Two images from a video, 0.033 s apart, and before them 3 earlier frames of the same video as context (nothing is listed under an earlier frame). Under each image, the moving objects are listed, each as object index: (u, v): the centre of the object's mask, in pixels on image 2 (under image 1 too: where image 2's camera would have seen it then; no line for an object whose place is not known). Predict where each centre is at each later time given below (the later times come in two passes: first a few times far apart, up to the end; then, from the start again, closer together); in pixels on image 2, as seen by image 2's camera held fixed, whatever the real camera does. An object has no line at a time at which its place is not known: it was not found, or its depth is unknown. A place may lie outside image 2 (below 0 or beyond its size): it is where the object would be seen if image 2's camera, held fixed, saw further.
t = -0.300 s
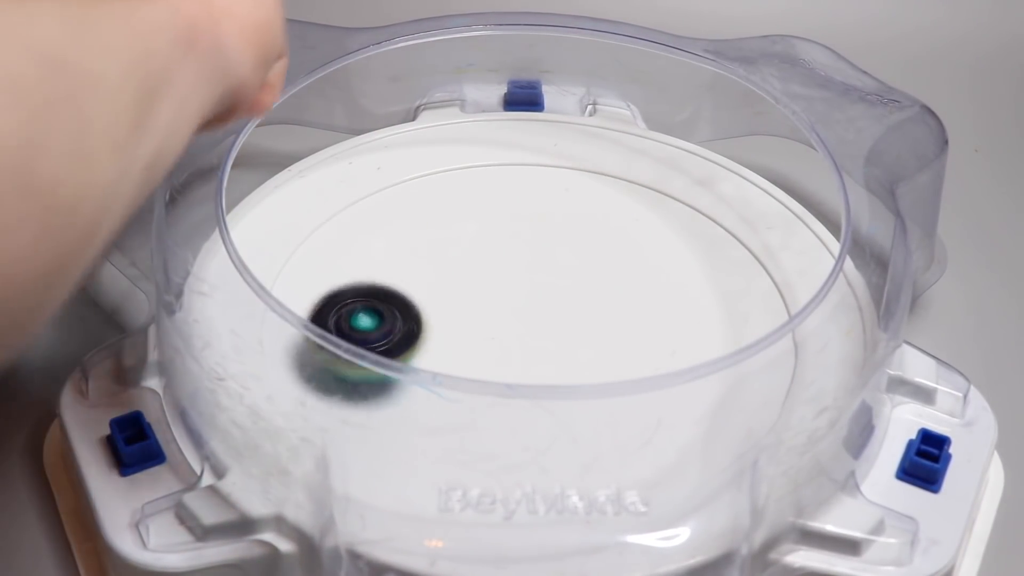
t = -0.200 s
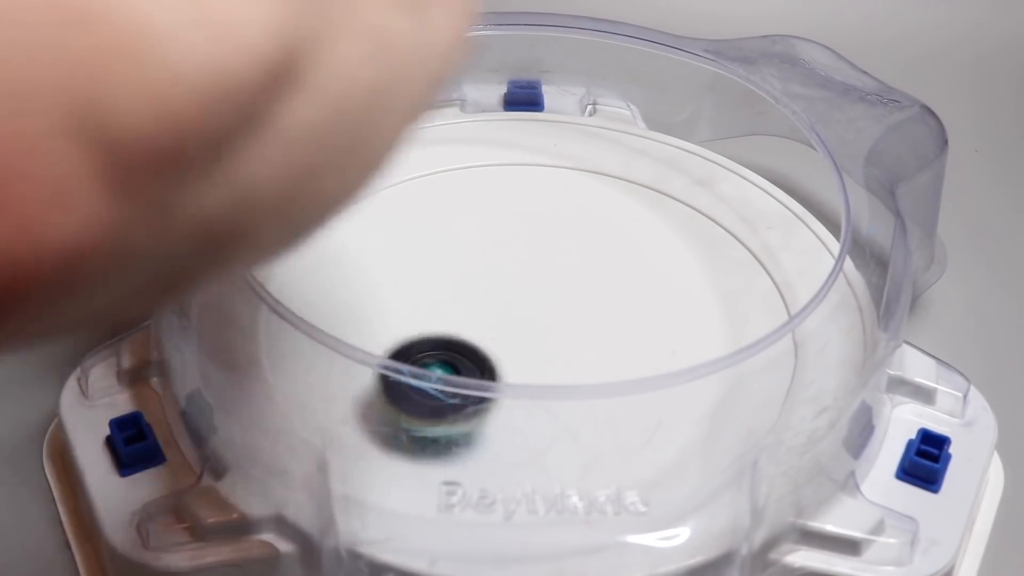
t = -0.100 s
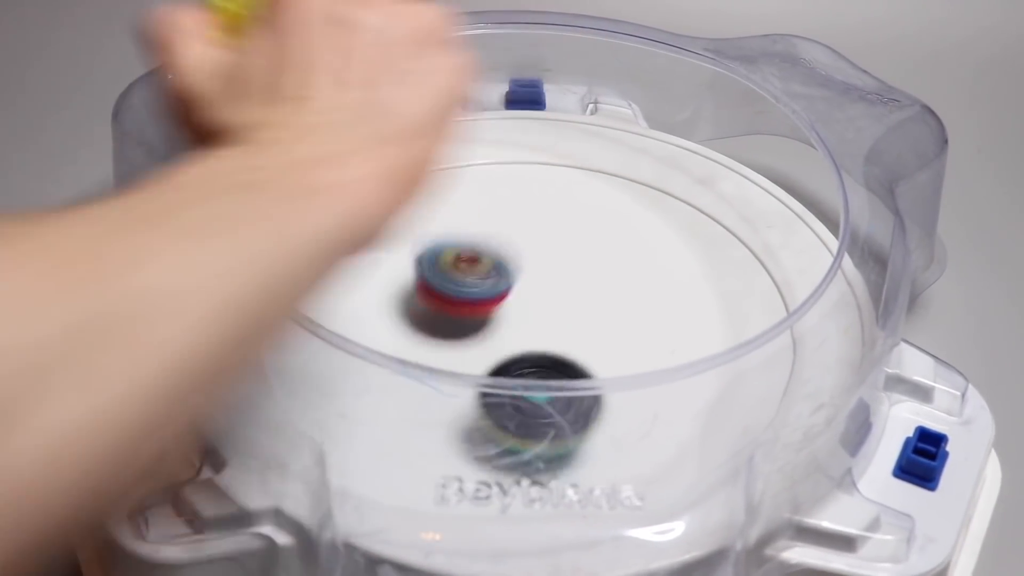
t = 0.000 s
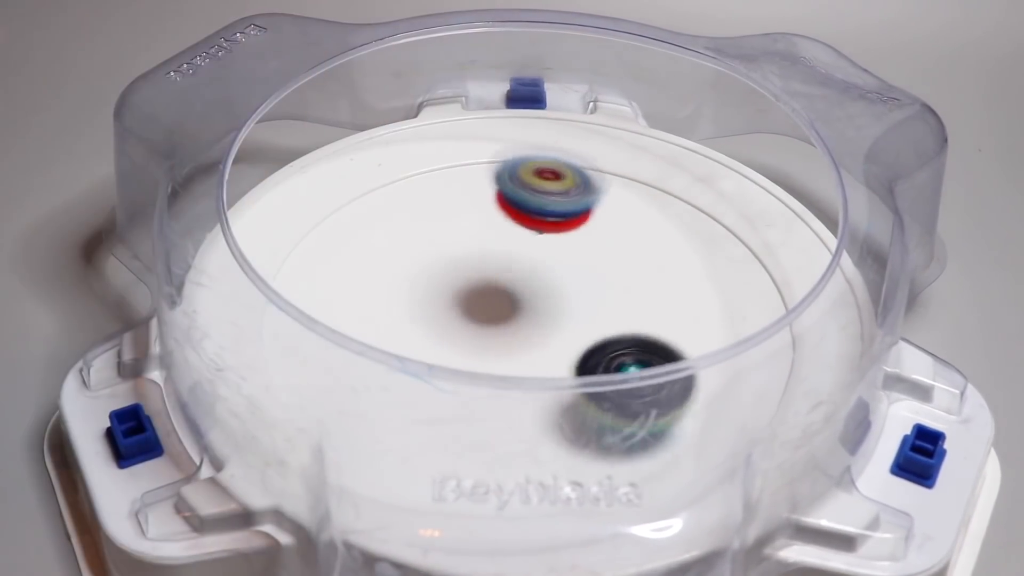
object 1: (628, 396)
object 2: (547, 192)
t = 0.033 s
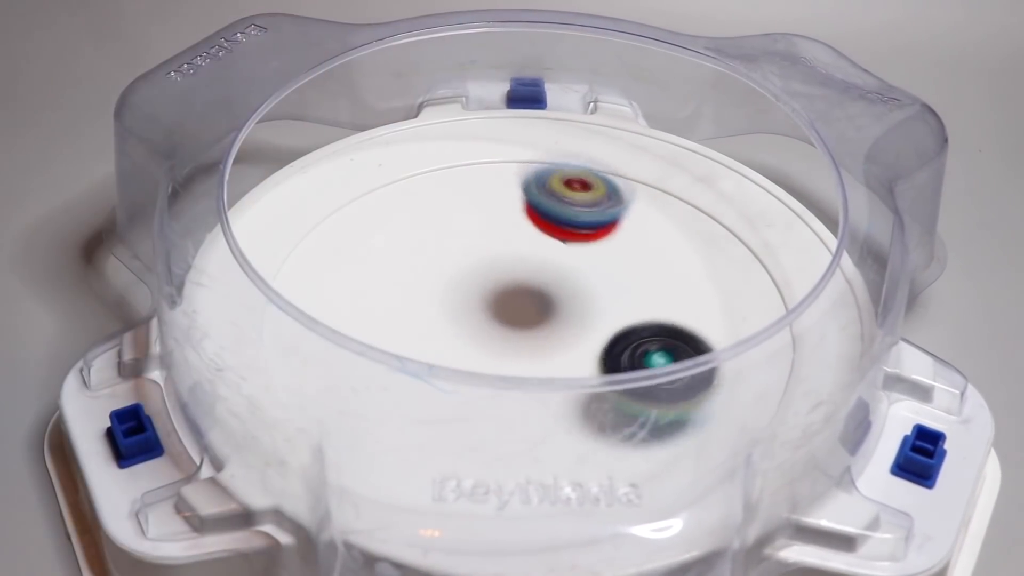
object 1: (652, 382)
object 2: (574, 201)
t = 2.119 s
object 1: (532, 407)
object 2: (498, 313)
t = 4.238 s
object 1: (562, 351)
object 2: (506, 438)
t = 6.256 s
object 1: (553, 355)
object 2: (488, 208)
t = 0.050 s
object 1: (664, 376)
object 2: (586, 215)
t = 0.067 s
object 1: (671, 364)
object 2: (599, 230)
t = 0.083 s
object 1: (682, 358)
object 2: (611, 252)
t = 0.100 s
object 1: (688, 346)
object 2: (621, 277)
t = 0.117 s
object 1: (698, 340)
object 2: (625, 270)
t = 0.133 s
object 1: (708, 336)
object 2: (625, 253)
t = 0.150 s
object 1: (716, 334)
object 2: (623, 241)
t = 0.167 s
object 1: (723, 330)
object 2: (621, 233)
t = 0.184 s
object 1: (729, 325)
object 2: (619, 229)
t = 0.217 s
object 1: (734, 304)
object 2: (612, 222)
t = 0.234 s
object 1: (739, 297)
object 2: (607, 213)
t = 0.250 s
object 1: (741, 294)
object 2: (602, 209)
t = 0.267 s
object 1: (741, 290)
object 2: (596, 208)
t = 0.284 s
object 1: (737, 290)
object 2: (590, 203)
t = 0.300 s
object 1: (733, 288)
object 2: (582, 199)
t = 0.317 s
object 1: (725, 287)
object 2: (574, 196)
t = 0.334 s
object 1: (720, 282)
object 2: (566, 193)
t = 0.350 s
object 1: (718, 273)
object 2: (557, 190)
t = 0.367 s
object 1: (707, 270)
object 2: (547, 187)
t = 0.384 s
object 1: (701, 264)
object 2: (537, 185)
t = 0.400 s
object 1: (692, 259)
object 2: (526, 184)
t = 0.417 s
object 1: (682, 255)
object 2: (516, 183)
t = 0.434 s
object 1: (670, 252)
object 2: (505, 181)
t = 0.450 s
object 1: (658, 248)
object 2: (494, 181)
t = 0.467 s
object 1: (645, 246)
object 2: (482, 180)
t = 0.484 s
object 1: (631, 245)
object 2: (471, 181)
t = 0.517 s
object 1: (604, 245)
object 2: (447, 182)
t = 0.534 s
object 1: (590, 246)
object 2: (435, 183)
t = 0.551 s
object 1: (574, 249)
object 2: (423, 185)
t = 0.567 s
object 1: (561, 251)
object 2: (412, 187)
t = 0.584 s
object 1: (547, 255)
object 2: (401, 190)
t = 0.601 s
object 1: (534, 259)
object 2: (391, 192)
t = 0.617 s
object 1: (521, 263)
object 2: (380, 196)
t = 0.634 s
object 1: (509, 268)
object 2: (369, 201)
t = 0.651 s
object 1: (498, 274)
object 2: (360, 206)
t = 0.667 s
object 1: (487, 281)
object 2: (350, 213)
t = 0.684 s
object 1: (477, 287)
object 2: (342, 221)
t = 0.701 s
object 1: (468, 294)
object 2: (336, 229)
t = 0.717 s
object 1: (460, 302)
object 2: (330, 239)
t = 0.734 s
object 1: (453, 309)
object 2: (327, 250)
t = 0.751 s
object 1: (449, 314)
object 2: (326, 262)
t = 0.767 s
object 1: (446, 319)
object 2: (329, 274)
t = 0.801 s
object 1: (446, 341)
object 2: (338, 292)
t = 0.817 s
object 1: (452, 354)
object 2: (338, 296)
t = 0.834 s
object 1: (460, 366)
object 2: (340, 301)
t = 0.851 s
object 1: (466, 373)
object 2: (339, 314)
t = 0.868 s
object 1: (474, 387)
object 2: (346, 323)
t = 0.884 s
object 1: (482, 395)
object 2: (355, 331)
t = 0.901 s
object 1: (490, 402)
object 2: (367, 338)
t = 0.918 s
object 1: (499, 409)
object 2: (381, 345)
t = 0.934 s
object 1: (508, 416)
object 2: (397, 351)
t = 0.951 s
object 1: (515, 432)
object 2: (415, 355)
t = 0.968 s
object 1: (527, 433)
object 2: (432, 358)
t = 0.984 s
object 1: (541, 434)
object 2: (450, 356)
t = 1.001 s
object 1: (557, 435)
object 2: (467, 355)
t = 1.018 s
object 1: (570, 436)
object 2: (485, 346)
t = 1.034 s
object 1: (584, 435)
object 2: (502, 345)
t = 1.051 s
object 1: (597, 435)
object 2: (519, 344)
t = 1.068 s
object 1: (611, 434)
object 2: (534, 341)
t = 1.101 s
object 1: (636, 433)
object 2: (563, 331)
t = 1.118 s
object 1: (648, 432)
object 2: (575, 324)
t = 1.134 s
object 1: (655, 432)
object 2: (586, 314)
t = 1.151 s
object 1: (664, 430)
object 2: (596, 305)
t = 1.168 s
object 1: (673, 426)
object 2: (603, 296)
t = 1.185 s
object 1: (682, 421)
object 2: (609, 286)
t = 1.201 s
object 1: (690, 416)
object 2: (614, 276)
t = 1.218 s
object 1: (695, 411)
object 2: (618, 265)
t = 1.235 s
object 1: (706, 386)
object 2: (620, 255)
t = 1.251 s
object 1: (698, 386)
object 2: (620, 245)
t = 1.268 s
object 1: (698, 377)
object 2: (620, 235)
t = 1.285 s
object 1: (701, 368)
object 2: (618, 225)
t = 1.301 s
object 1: (698, 356)
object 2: (615, 216)
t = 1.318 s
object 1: (694, 346)
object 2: (611, 207)
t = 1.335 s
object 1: (691, 323)
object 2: (606, 197)
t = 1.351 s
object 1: (685, 319)
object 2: (599, 189)
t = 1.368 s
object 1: (678, 313)
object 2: (592, 181)
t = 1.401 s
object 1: (650, 312)
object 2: (575, 167)
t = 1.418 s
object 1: (639, 305)
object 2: (565, 161)
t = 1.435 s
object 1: (627, 300)
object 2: (555, 155)
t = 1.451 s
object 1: (618, 292)
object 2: (544, 150)
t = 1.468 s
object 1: (602, 290)
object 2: (532, 147)
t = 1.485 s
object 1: (589, 286)
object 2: (520, 144)
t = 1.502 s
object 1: (578, 281)
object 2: (508, 142)
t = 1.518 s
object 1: (565, 278)
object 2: (495, 139)
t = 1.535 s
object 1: (552, 275)
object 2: (483, 139)
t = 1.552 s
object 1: (538, 273)
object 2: (471, 139)
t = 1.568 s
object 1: (526, 272)
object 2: (457, 140)
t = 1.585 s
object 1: (513, 270)
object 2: (445, 144)
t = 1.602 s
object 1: (501, 269)
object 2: (434, 148)
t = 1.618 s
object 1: (490, 269)
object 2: (422, 153)
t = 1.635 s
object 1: (479, 268)
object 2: (411, 160)
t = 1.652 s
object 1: (467, 269)
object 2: (401, 168)
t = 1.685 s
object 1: (446, 271)
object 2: (386, 187)
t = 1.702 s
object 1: (437, 273)
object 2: (380, 197)
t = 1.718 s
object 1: (429, 289)
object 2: (375, 193)
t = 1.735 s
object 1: (424, 300)
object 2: (369, 185)
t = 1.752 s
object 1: (421, 309)
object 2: (364, 182)
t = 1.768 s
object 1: (420, 319)
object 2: (359, 184)
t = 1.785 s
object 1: (410, 342)
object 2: (355, 186)
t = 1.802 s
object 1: (406, 354)
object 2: (353, 186)
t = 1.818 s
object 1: (405, 366)
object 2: (352, 190)
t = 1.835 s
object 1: (402, 376)
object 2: (352, 193)
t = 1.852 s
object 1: (399, 385)
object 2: (351, 198)
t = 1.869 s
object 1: (398, 394)
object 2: (351, 204)
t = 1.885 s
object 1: (399, 402)
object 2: (351, 211)
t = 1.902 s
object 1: (401, 409)
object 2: (352, 220)
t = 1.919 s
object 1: (407, 415)
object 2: (354, 228)
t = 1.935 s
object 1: (412, 421)
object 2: (358, 238)
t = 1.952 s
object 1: (421, 426)
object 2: (364, 247)
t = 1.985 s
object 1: (448, 426)
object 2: (380, 266)
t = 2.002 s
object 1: (462, 426)
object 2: (391, 275)
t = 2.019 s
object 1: (474, 427)
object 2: (403, 284)
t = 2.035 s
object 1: (485, 429)
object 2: (417, 292)
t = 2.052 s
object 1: (496, 429)
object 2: (432, 299)
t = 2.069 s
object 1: (504, 424)
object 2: (448, 305)
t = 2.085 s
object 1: (514, 419)
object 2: (464, 310)
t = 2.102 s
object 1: (525, 412)
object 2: (481, 313)
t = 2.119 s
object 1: (532, 407)
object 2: (498, 313)
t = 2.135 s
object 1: (539, 400)
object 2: (513, 313)
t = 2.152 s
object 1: (546, 397)
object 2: (529, 309)
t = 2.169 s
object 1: (552, 398)
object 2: (546, 303)
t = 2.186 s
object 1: (557, 397)
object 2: (561, 296)
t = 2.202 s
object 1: (563, 396)
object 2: (576, 288)
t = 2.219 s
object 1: (568, 394)
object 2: (588, 280)
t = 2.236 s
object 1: (572, 391)
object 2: (599, 272)
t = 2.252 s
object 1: (576, 386)
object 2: (609, 264)
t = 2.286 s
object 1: (582, 373)
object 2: (626, 247)
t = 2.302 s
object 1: (584, 364)
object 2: (633, 238)
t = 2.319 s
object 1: (582, 360)
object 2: (638, 230)
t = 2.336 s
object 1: (585, 339)
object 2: (643, 221)
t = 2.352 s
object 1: (581, 337)
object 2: (646, 213)
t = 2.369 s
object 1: (577, 333)
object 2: (648, 205)
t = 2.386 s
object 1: (570, 330)
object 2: (649, 198)
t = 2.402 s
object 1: (563, 325)
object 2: (649, 190)
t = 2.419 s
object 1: (557, 320)
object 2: (648, 183)
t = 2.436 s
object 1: (551, 315)
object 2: (647, 177)
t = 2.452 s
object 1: (544, 309)
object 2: (644, 171)
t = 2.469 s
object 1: (536, 304)
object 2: (640, 165)
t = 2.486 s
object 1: (528, 299)
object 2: (636, 160)
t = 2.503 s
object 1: (520, 294)
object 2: (632, 156)
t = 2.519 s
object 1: (511, 290)
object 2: (625, 154)
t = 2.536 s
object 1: (502, 287)
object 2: (617, 153)
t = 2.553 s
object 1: (494, 284)
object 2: (609, 154)
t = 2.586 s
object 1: (476, 278)
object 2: (594, 156)
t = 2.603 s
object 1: (468, 277)
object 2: (587, 158)
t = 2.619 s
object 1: (459, 274)
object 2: (579, 160)
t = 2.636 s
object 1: (450, 273)
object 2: (572, 163)
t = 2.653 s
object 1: (441, 272)
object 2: (566, 166)
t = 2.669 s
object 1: (432, 272)
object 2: (561, 170)
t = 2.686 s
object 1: (425, 271)
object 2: (557, 173)
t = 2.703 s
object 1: (417, 272)
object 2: (553, 178)
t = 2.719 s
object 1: (410, 272)
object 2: (549, 183)
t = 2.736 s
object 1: (402, 273)
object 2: (545, 189)
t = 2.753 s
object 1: (394, 275)
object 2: (542, 197)
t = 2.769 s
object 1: (388, 277)
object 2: (540, 204)
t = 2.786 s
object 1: (382, 280)
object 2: (539, 212)
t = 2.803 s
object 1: (377, 283)
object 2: (538, 221)
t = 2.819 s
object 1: (374, 286)
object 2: (538, 229)
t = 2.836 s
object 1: (371, 288)
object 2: (538, 238)
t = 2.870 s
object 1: (370, 295)
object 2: (542, 255)
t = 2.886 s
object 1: (371, 299)
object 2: (545, 263)
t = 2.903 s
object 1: (374, 303)
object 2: (549, 272)
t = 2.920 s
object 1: (378, 308)
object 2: (554, 281)
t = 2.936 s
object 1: (376, 326)
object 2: (559, 289)
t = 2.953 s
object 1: (382, 332)
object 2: (565, 297)
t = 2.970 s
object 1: (389, 338)
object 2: (572, 305)
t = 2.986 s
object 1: (399, 343)
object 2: (580, 312)
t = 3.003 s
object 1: (408, 350)
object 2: (588, 318)
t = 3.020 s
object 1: (420, 353)
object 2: (596, 325)
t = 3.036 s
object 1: (433, 356)
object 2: (605, 330)
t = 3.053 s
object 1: (444, 357)
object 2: (614, 333)
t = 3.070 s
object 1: (458, 357)
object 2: (622, 335)
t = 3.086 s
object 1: (470, 357)
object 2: (631, 337)
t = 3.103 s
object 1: (482, 357)
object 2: (640, 337)
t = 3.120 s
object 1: (495, 356)
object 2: (650, 338)
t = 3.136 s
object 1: (507, 354)
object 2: (659, 338)
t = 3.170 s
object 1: (532, 339)
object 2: (681, 346)
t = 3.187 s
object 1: (540, 337)
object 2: (691, 347)
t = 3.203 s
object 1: (549, 335)
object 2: (701, 347)
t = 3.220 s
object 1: (557, 333)
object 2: (709, 346)
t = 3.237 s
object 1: (565, 330)
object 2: (718, 345)
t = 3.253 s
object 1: (571, 328)
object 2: (725, 343)
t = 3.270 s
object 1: (578, 323)
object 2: (732, 340)
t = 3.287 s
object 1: (583, 320)
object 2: (739, 337)
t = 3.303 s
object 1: (588, 316)
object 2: (745, 333)
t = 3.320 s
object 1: (593, 310)
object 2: (749, 329)
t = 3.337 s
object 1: (597, 304)
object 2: (753, 324)
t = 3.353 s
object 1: (600, 299)
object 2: (755, 321)
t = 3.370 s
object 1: (603, 293)
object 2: (756, 315)
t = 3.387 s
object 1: (604, 287)
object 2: (757, 312)
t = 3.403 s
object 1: (606, 282)
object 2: (751, 303)
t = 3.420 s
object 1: (607, 276)
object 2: (752, 300)
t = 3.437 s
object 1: (607, 270)
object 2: (752, 298)
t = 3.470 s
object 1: (606, 258)
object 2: (749, 295)
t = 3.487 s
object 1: (605, 253)
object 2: (746, 294)
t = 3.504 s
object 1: (604, 247)
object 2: (742, 293)
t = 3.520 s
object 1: (601, 241)
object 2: (736, 292)
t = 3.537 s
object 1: (599, 236)
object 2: (730, 291)
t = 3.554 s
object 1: (595, 231)
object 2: (722, 289)
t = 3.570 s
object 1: (591, 226)
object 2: (712, 289)
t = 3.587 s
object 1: (586, 222)
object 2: (702, 289)
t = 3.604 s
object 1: (580, 218)
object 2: (691, 289)
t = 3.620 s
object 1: (573, 215)
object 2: (680, 289)
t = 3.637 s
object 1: (567, 212)
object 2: (669, 290)
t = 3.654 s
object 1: (559, 210)
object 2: (657, 292)
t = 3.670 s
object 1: (553, 208)
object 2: (644, 294)
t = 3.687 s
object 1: (543, 207)
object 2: (632, 296)
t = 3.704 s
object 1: (536, 207)
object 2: (620, 299)
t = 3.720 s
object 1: (527, 208)
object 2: (608, 301)
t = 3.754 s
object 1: (512, 212)
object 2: (585, 308)
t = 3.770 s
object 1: (503, 215)
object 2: (573, 312)
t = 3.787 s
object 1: (496, 220)
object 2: (562, 316)
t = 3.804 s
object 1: (489, 224)
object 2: (552, 320)
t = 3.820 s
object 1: (483, 230)
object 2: (542, 325)
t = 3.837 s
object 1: (478, 236)
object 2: (532, 330)
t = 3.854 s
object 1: (472, 242)
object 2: (523, 335)
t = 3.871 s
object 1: (469, 249)
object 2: (515, 339)
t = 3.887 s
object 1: (467, 255)
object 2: (508, 342)
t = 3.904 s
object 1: (465, 262)
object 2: (502, 346)
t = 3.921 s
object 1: (463, 269)
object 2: (495, 348)
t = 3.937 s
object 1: (463, 275)
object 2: (488, 358)
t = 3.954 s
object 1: (463, 283)
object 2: (483, 367)
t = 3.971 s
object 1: (464, 290)
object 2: (478, 374)
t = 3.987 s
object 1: (467, 297)
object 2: (472, 388)
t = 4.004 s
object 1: (470, 303)
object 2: (471, 389)
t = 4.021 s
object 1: (473, 309)
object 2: (467, 397)
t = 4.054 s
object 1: (483, 321)
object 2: (464, 415)
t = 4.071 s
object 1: (489, 327)
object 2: (465, 418)
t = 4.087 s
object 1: (495, 331)
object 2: (468, 421)
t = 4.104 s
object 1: (502, 334)
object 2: (471, 423)
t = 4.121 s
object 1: (509, 337)
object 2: (476, 426)
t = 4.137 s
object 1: (517, 340)
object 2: (480, 430)
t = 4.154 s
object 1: (524, 343)
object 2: (486, 431)
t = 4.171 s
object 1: (531, 345)
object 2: (491, 432)
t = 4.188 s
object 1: (539, 347)
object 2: (496, 433)
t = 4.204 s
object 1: (547, 349)
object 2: (498, 435)
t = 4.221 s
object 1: (555, 350)
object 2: (503, 436)
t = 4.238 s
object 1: (562, 351)
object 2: (506, 438)
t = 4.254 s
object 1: (574, 364)
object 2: (510, 438)
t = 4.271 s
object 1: (582, 370)
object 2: (515, 439)
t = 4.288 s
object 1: (594, 368)
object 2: (520, 439)
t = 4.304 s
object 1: (602, 369)
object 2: (524, 438)
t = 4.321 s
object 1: (610, 372)
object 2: (527, 438)
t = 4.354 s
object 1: (629, 372)
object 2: (534, 436)
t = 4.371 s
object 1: (635, 372)
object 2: (537, 435)
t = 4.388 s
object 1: (644, 370)
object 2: (540, 434)
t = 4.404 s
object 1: (653, 365)
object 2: (542, 433)
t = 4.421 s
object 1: (658, 363)
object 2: (543, 430)
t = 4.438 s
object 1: (664, 358)
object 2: (544, 428)
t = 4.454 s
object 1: (671, 353)
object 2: (545, 426)
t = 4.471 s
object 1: (675, 344)
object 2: (545, 422)
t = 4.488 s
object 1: (678, 339)
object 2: (545, 419)
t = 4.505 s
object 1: (681, 324)
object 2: (544, 409)
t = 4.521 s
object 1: (683, 322)
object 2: (541, 402)
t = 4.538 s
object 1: (682, 318)
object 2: (538, 394)
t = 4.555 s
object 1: (678, 316)
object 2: (534, 379)
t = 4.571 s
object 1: (675, 312)
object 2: (530, 377)
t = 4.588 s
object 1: (672, 308)
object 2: (527, 368)
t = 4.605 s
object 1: (667, 303)
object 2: (522, 353)
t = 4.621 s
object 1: (660, 298)
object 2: (516, 350)
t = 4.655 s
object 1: (643, 291)
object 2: (506, 342)
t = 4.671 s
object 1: (635, 287)
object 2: (500, 339)
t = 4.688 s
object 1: (627, 283)
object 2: (494, 334)
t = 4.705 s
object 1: (617, 281)
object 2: (488, 329)
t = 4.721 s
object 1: (608, 279)
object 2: (482, 323)
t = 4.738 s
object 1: (599, 276)
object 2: (476, 319)
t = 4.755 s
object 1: (589, 275)
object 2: (471, 314)
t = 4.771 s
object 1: (580, 273)
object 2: (465, 310)
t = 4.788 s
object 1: (571, 272)
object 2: (460, 306)
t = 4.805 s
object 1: (562, 271)
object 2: (456, 301)
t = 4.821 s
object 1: (552, 271)
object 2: (450, 297)
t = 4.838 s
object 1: (545, 271)
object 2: (441, 294)
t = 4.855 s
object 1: (539, 271)
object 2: (429, 291)
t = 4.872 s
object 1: (533, 271)
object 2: (419, 288)
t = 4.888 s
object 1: (528, 272)
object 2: (411, 285)
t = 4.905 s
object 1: (522, 272)
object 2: (403, 282)
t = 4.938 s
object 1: (508, 274)
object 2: (389, 277)
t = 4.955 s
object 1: (500, 277)
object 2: (384, 274)
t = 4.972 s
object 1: (493, 278)
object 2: (378, 272)
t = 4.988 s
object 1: (487, 281)
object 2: (372, 271)
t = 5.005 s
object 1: (479, 284)
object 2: (367, 269)
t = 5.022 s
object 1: (474, 288)
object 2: (361, 267)
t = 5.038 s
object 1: (471, 292)
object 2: (354, 265)
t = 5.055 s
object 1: (468, 296)
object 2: (348, 263)
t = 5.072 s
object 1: (465, 301)
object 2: (342, 262)
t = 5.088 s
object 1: (463, 307)
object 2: (337, 261)
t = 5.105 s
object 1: (463, 311)
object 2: (333, 260)
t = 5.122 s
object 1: (463, 315)
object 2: (329, 260)
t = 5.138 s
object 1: (464, 319)
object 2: (325, 260)
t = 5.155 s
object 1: (467, 323)
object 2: (322, 260)
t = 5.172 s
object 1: (471, 326)
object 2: (320, 261)
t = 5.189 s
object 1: (475, 330)
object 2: (318, 261)
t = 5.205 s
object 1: (481, 333)
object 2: (317, 262)
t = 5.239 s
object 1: (490, 348)
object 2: (315, 264)
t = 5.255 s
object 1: (497, 352)
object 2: (316, 265)
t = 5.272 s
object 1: (504, 357)
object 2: (317, 267)
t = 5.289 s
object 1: (511, 363)
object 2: (318, 268)
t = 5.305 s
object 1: (520, 365)
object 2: (320, 270)
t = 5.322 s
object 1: (528, 366)
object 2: (322, 272)
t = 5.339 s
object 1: (537, 366)
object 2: (326, 274)
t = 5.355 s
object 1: (545, 365)
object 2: (330, 276)
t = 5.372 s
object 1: (553, 364)
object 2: (335, 278)
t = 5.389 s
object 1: (562, 362)
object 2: (341, 281)
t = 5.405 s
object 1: (570, 360)
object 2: (348, 282)
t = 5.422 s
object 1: (577, 356)
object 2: (357, 284)
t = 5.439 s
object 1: (588, 339)
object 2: (366, 285)
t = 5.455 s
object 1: (595, 337)
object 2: (375, 285)
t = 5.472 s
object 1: (597, 335)
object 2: (385, 286)
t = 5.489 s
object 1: (601, 332)
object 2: (395, 286)
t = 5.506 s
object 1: (606, 328)
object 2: (405, 285)
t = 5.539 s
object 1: (606, 323)
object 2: (424, 284)
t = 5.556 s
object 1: (606, 319)
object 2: (433, 283)
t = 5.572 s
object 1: (606, 314)
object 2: (443, 281)
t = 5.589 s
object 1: (605, 308)
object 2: (453, 279)
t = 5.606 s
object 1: (602, 303)
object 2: (462, 277)
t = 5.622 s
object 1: (599, 298)
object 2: (471, 275)
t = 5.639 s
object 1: (595, 292)
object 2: (479, 273)
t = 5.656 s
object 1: (594, 288)
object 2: (485, 269)
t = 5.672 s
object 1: (600, 287)
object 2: (482, 263)
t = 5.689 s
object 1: (607, 285)
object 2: (478, 256)
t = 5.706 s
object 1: (610, 284)
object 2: (477, 250)
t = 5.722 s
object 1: (615, 283)
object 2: (476, 244)
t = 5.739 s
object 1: (617, 280)
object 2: (476, 239)
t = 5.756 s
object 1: (619, 277)
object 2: (476, 235)
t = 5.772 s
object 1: (619, 275)
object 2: (477, 231)
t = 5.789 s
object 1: (620, 272)
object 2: (477, 228)
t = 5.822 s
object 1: (616, 267)
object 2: (480, 223)
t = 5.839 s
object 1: (614, 264)
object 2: (481, 221)
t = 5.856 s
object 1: (610, 261)
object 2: (483, 219)
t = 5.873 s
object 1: (605, 260)
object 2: (484, 216)
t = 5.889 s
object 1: (599, 259)
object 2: (485, 215)
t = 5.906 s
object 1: (591, 260)
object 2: (486, 213)
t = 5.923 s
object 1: (585, 260)
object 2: (488, 212)
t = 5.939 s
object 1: (579, 261)
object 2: (489, 210)
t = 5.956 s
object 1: (573, 265)
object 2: (490, 208)
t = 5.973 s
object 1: (568, 269)
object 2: (489, 205)
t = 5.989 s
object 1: (565, 273)
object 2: (487, 202)
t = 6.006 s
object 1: (561, 279)
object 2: (487, 199)
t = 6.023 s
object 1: (557, 284)
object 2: (485, 197)
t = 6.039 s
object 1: (555, 289)
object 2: (484, 196)
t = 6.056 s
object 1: (552, 295)
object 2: (484, 195)
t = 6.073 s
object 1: (550, 301)
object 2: (484, 193)
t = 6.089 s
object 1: (549, 306)
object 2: (484, 193)
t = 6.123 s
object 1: (546, 316)
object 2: (482, 192)
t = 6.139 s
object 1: (546, 320)
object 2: (482, 192)
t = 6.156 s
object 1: (546, 324)
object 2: (481, 193)
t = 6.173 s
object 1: (547, 327)
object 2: (482, 194)
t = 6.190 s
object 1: (548, 331)
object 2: (482, 196)
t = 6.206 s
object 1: (550, 334)
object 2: (483, 198)
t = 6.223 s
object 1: (552, 337)
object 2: (484, 201)
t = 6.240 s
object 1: (555, 339)
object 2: (486, 204)
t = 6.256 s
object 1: (553, 355)
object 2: (488, 208)
